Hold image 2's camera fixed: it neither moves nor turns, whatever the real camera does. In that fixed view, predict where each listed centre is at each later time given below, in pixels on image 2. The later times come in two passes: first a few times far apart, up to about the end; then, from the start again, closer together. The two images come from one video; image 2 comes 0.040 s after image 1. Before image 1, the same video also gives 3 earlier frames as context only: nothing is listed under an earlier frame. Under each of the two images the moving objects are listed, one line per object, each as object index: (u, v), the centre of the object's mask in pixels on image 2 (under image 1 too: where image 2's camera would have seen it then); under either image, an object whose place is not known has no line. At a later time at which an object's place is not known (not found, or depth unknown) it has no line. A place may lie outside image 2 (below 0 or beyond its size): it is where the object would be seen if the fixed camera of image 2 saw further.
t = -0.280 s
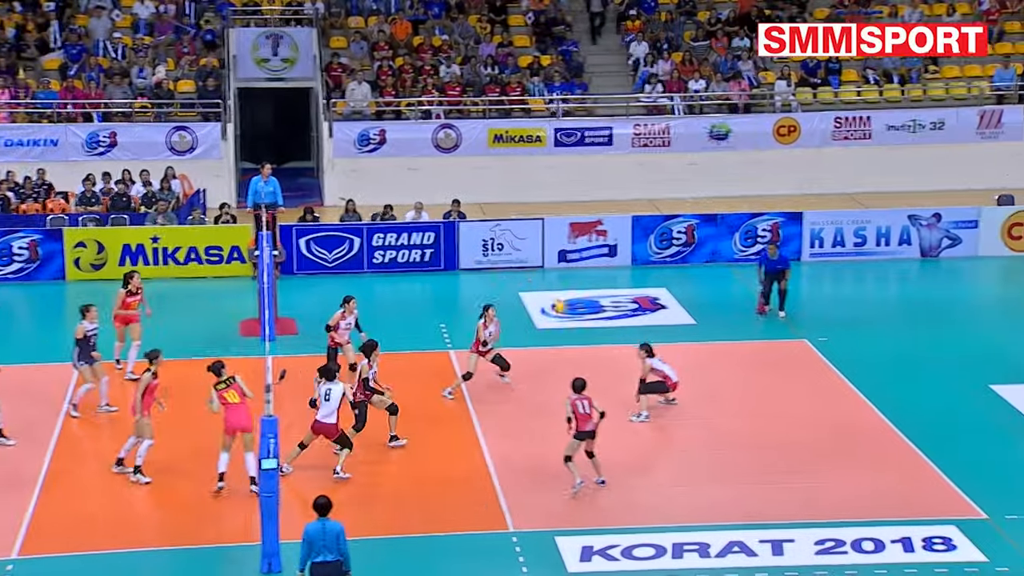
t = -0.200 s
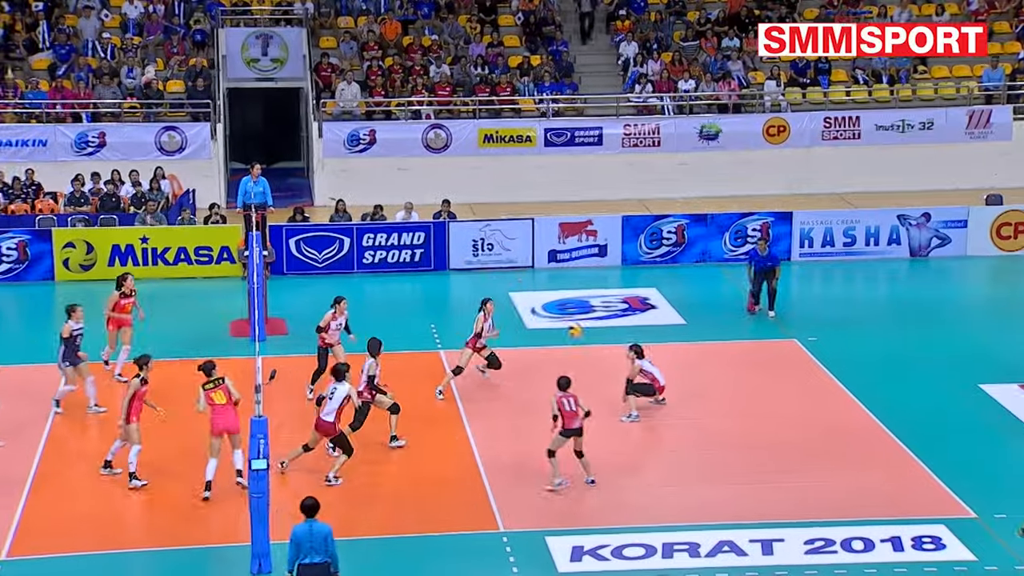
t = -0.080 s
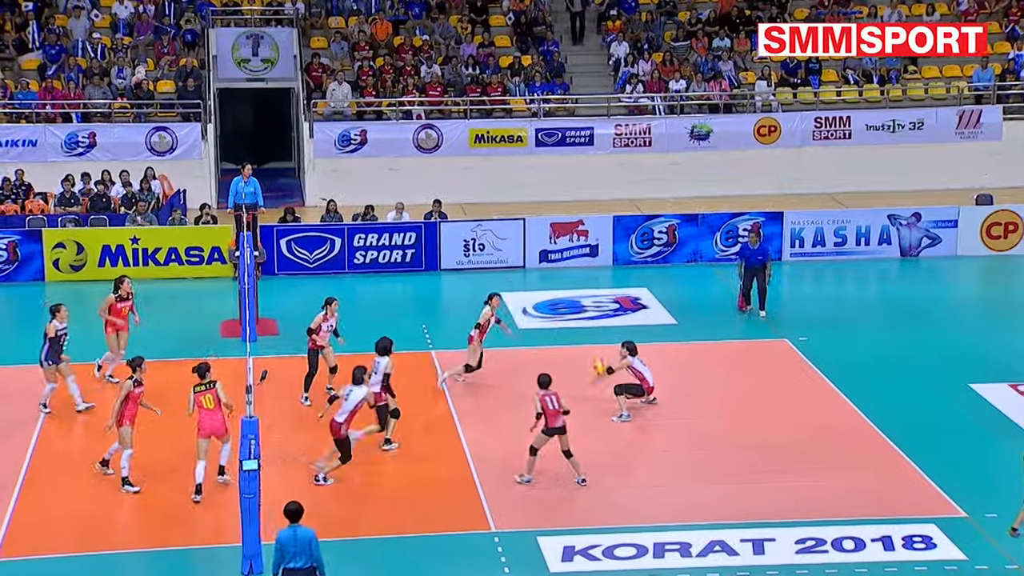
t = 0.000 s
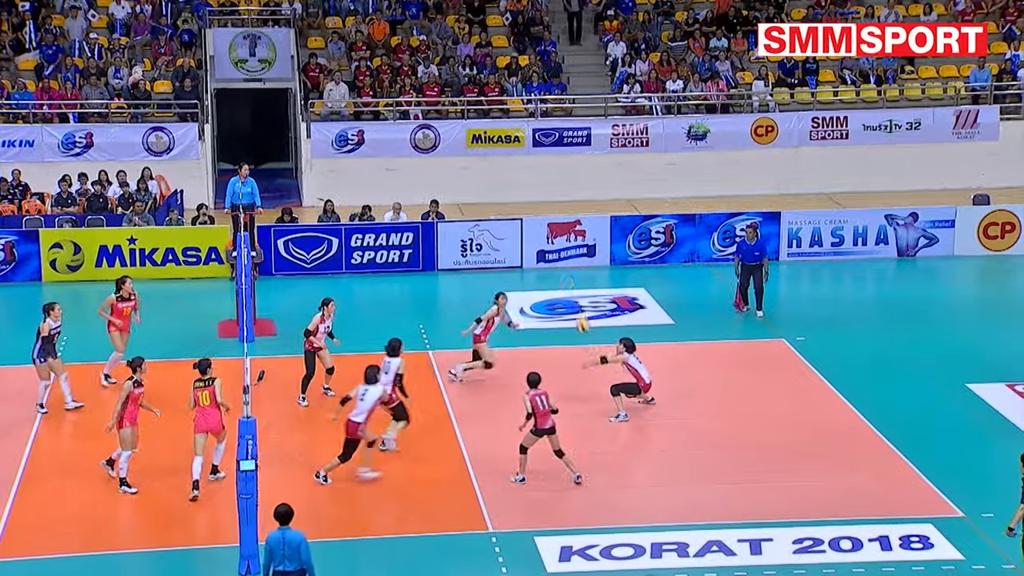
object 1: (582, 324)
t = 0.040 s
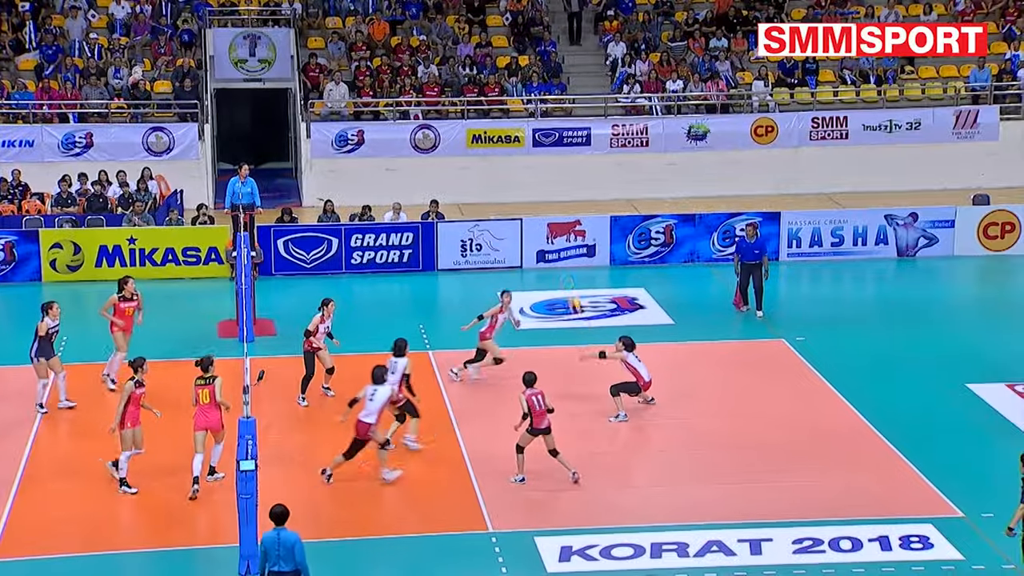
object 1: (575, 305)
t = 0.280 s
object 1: (530, 203)
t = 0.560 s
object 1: (483, 135)
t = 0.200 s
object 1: (545, 234)
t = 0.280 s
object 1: (530, 203)
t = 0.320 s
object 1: (522, 190)
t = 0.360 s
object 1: (516, 178)
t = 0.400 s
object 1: (509, 169)
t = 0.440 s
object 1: (502, 159)
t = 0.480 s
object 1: (496, 150)
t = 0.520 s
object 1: (489, 141)
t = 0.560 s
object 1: (483, 135)
